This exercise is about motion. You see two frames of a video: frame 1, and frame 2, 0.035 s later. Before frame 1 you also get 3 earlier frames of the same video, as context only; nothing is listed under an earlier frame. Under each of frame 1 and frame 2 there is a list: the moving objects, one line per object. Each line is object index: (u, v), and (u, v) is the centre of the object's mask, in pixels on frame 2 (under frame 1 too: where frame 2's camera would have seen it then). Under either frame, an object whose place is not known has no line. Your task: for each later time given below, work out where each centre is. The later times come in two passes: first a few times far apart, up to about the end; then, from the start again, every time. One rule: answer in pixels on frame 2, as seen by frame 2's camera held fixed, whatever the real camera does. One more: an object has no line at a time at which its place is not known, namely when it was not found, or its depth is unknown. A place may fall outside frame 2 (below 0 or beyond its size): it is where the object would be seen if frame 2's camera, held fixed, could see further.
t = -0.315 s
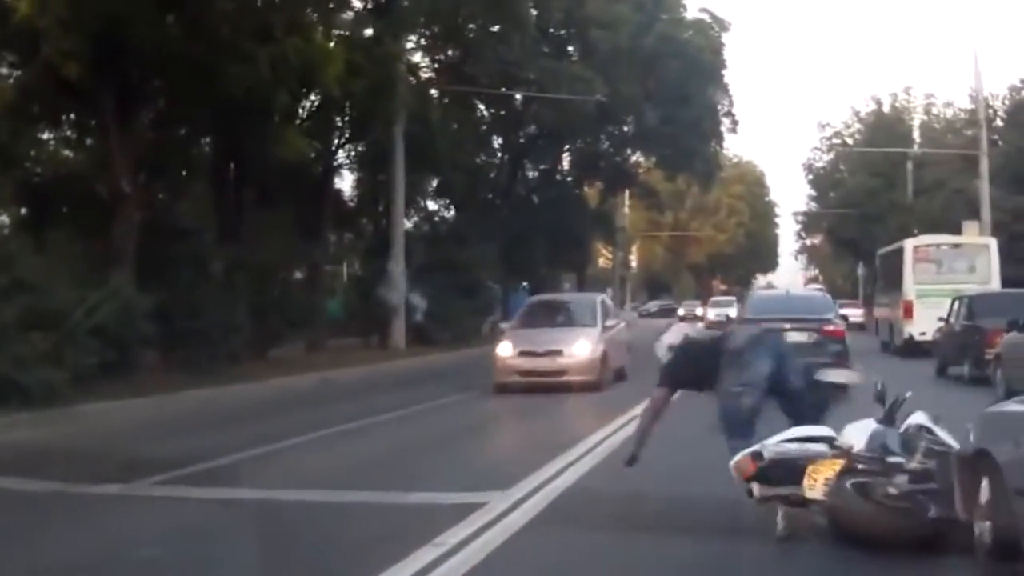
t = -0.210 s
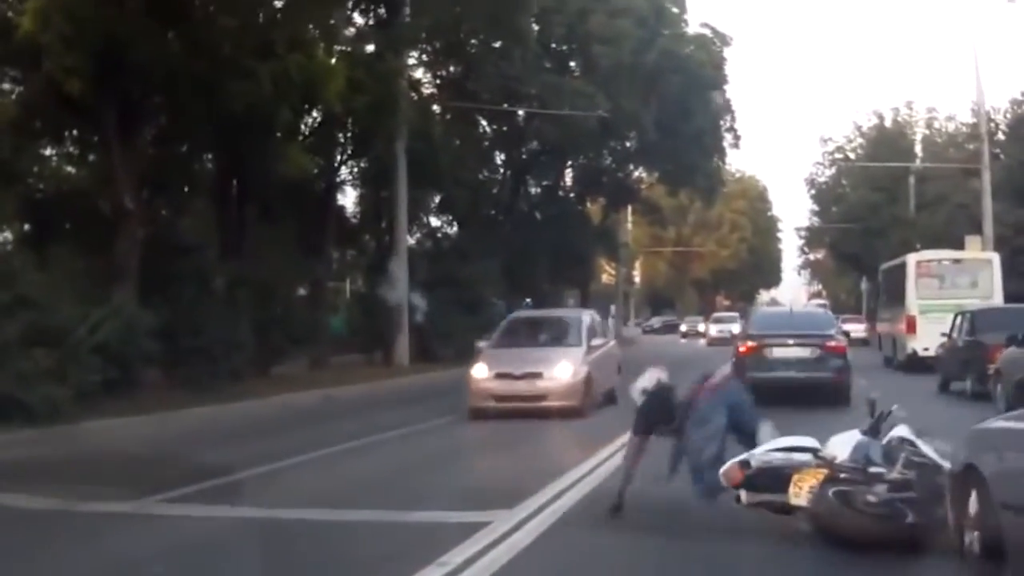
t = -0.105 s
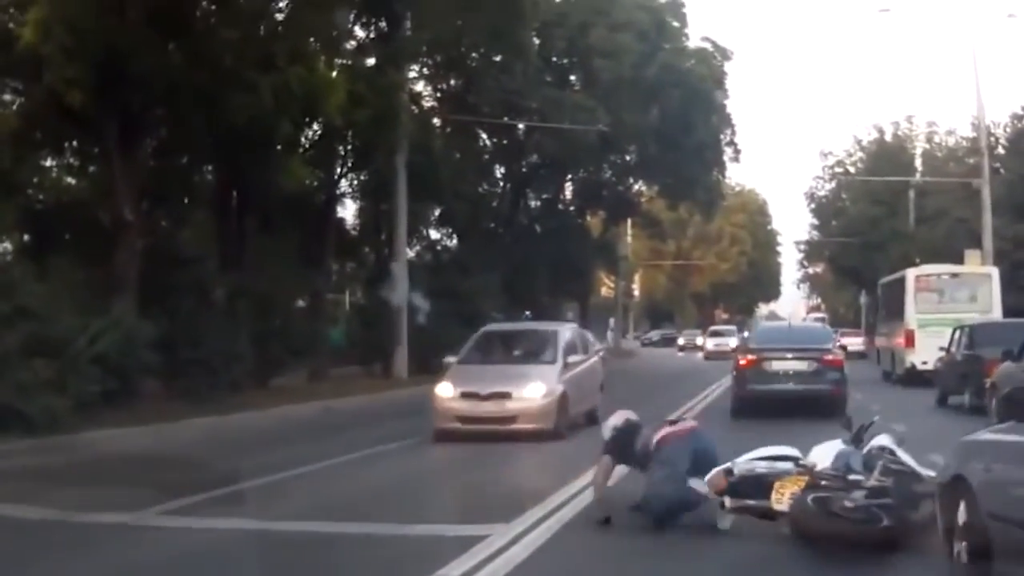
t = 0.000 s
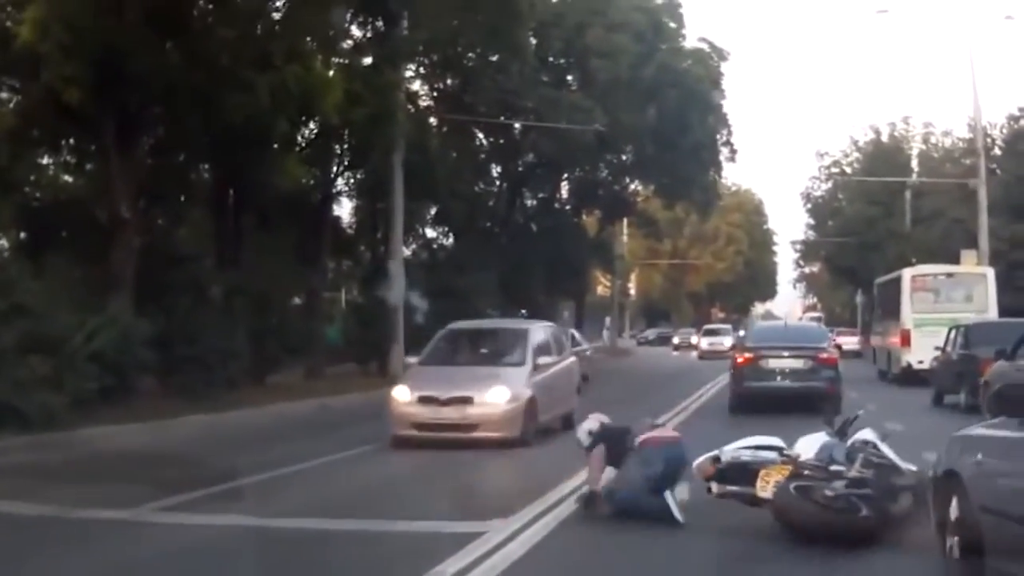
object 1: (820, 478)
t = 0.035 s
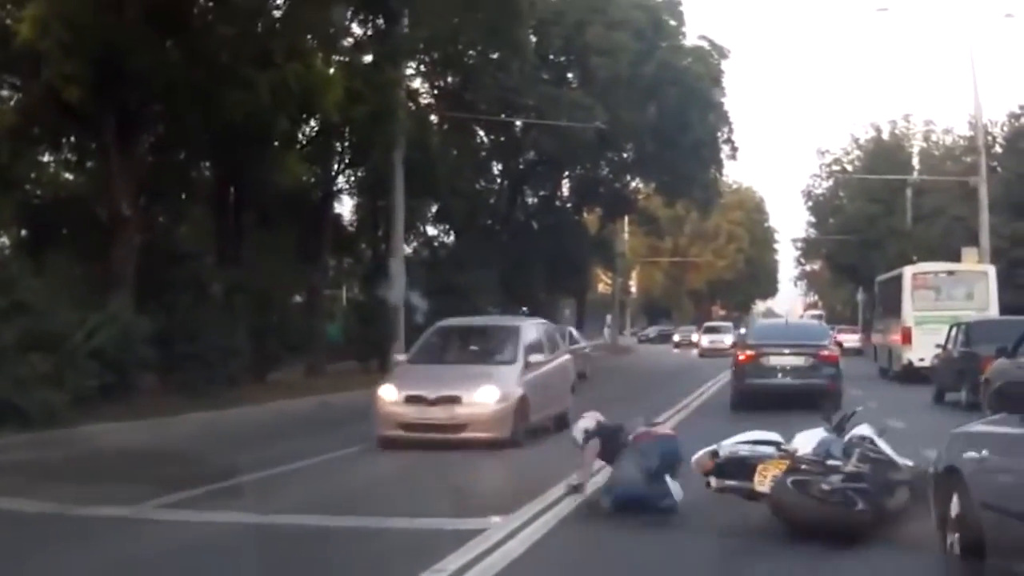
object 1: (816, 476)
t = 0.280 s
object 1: (800, 462)
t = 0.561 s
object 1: (786, 452)
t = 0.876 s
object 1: (774, 446)
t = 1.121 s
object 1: (770, 442)
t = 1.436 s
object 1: (766, 439)
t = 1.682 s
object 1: (766, 438)
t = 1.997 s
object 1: (766, 439)
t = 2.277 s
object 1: (766, 439)
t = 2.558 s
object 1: (766, 439)
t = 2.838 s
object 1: (766, 439)
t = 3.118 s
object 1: (766, 438)
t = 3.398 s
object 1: (766, 438)
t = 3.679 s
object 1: (766, 438)
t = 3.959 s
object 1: (766, 438)
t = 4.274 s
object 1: (766, 439)
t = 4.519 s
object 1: (766, 439)
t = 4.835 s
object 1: (766, 438)
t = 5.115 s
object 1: (766, 438)
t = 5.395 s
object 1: (766, 438)
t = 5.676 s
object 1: (766, 439)
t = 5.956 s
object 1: (766, 439)
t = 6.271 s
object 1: (766, 439)
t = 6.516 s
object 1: (766, 439)
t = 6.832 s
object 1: (767, 439)
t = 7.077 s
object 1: (767, 439)
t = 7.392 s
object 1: (766, 439)
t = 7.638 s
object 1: (766, 440)
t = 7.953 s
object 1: (767, 440)
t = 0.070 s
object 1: (813, 474)
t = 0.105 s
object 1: (810, 472)
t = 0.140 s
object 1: (807, 470)
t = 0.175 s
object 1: (805, 467)
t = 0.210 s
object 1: (804, 466)
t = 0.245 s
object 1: (802, 464)
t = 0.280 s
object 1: (800, 462)
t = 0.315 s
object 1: (799, 460)
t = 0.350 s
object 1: (797, 459)
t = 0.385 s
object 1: (797, 458)
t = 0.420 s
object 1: (794, 457)
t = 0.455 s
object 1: (792, 455)
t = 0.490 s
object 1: (790, 454)
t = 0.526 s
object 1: (789, 453)
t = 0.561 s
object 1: (786, 452)
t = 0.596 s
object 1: (784, 451)
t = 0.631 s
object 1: (783, 450)
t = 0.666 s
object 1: (781, 450)
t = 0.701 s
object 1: (780, 449)
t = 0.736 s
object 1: (779, 448)
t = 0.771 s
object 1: (778, 447)
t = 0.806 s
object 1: (776, 446)
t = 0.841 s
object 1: (775, 446)
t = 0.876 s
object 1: (774, 446)
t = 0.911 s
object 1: (773, 445)
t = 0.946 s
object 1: (773, 443)
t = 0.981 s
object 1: (772, 442)
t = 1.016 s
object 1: (771, 442)
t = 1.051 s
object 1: (771, 443)
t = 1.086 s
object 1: (771, 442)
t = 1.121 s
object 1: (770, 442)
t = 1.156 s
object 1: (769, 441)
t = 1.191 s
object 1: (769, 441)
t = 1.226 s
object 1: (768, 440)
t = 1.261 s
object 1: (767, 440)
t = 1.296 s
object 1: (768, 440)
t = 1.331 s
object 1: (768, 440)
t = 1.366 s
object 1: (767, 439)
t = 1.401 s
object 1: (766, 438)
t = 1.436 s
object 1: (766, 439)
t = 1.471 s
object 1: (766, 439)
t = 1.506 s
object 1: (766, 439)
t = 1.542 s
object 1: (766, 439)
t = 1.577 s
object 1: (766, 440)
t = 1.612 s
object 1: (766, 439)
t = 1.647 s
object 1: (766, 439)
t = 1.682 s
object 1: (766, 438)
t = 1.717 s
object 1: (766, 439)
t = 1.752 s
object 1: (766, 439)
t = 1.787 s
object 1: (766, 439)
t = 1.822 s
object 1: (767, 439)
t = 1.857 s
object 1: (766, 439)
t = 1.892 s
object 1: (766, 439)
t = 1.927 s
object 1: (766, 439)
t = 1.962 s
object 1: (766, 439)
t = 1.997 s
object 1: (766, 439)
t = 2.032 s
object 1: (766, 439)
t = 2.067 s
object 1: (766, 439)
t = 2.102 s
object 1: (766, 439)
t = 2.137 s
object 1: (766, 439)
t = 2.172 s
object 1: (766, 439)
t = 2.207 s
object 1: (766, 439)
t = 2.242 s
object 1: (766, 439)
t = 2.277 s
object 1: (766, 439)
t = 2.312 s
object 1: (766, 439)
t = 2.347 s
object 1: (766, 439)
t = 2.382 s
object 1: (766, 439)
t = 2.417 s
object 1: (766, 439)
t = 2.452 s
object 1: (766, 439)
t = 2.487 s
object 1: (766, 439)
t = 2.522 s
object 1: (766, 439)
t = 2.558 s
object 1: (766, 439)
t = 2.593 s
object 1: (766, 439)
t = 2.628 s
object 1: (766, 439)
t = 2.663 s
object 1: (766, 439)
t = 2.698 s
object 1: (766, 439)
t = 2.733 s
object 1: (766, 439)
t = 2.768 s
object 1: (766, 439)
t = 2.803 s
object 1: (766, 439)
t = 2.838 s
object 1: (766, 439)
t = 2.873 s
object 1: (766, 439)
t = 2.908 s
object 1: (766, 439)
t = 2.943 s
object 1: (766, 439)
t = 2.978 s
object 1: (766, 438)
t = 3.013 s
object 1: (766, 438)
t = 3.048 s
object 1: (766, 438)
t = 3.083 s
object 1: (766, 438)
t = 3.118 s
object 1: (766, 438)
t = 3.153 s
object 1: (766, 438)
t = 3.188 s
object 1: (766, 438)
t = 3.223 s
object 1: (766, 438)
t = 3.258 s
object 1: (766, 438)
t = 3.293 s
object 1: (766, 438)
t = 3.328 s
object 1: (766, 438)
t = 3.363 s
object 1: (766, 438)
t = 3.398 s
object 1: (766, 438)
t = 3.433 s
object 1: (766, 438)
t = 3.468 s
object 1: (766, 438)
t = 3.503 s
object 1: (766, 438)
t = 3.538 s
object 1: (766, 438)
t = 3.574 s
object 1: (766, 438)
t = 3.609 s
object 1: (766, 438)
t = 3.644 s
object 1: (766, 438)
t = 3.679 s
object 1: (766, 438)
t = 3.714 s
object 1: (766, 438)
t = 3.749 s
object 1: (766, 438)
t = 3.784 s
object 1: (766, 438)
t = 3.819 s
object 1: (766, 438)
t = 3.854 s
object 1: (766, 438)
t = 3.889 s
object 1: (766, 438)
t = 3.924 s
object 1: (766, 438)
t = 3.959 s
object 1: (766, 438)
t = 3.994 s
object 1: (766, 439)
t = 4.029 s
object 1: (766, 438)
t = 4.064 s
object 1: (766, 439)
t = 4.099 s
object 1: (766, 439)
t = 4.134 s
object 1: (766, 438)
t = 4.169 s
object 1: (766, 438)
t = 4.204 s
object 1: (766, 438)
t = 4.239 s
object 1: (766, 438)
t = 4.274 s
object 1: (766, 439)
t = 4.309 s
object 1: (766, 439)
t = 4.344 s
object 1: (766, 439)
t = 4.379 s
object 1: (766, 439)
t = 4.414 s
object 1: (766, 439)
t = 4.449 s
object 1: (766, 439)
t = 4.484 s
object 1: (766, 439)
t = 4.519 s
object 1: (766, 439)
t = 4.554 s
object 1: (766, 439)
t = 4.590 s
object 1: (766, 439)
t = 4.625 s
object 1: (766, 439)
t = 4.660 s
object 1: (766, 439)
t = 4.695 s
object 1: (766, 439)
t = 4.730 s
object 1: (766, 439)
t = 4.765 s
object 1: (766, 438)
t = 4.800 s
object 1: (766, 438)
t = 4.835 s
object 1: (766, 438)
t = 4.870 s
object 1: (766, 439)
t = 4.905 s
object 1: (766, 438)
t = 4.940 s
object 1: (766, 438)
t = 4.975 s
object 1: (766, 438)
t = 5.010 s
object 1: (766, 438)
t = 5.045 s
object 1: (766, 438)
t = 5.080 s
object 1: (766, 438)
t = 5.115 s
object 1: (766, 438)
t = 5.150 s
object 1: (766, 438)
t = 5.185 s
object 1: (766, 438)
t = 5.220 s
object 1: (766, 438)
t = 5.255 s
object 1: (766, 438)
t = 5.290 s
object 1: (766, 438)
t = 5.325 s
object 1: (766, 438)
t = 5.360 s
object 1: (766, 438)
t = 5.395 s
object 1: (766, 438)
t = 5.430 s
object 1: (766, 438)
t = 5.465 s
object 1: (766, 438)
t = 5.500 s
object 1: (766, 438)
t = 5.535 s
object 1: (766, 438)
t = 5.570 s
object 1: (766, 438)
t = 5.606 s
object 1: (766, 438)
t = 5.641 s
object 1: (766, 439)
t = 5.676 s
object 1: (766, 439)
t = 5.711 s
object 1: (767, 439)
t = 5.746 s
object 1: (767, 439)
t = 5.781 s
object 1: (767, 439)
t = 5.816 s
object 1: (766, 439)
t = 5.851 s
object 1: (766, 439)
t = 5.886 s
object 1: (766, 439)
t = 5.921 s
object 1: (766, 439)
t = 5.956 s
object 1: (766, 439)
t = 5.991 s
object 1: (766, 439)
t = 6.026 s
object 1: (766, 439)
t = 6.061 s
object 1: (766, 439)
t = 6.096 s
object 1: (766, 439)
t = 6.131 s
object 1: (766, 439)
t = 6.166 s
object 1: (766, 439)
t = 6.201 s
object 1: (767, 439)
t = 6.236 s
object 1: (766, 439)
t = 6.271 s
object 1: (766, 439)
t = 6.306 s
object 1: (766, 439)
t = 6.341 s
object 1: (766, 439)
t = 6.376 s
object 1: (766, 439)
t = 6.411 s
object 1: (766, 439)
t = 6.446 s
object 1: (766, 439)
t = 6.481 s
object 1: (766, 439)
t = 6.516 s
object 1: (766, 439)
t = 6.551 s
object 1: (767, 439)
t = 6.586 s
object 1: (766, 439)
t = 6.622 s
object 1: (767, 439)
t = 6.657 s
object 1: (766, 439)
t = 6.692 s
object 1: (767, 439)
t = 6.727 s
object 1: (767, 440)
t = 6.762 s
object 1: (767, 440)
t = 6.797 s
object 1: (767, 440)
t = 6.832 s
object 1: (767, 439)
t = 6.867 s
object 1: (767, 439)
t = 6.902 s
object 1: (767, 440)
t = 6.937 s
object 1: (766, 439)
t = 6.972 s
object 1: (767, 440)
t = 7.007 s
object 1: (767, 440)
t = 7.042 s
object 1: (767, 440)
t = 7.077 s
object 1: (767, 439)
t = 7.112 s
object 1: (766, 439)
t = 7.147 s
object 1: (766, 440)
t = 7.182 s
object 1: (766, 439)
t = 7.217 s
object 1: (766, 439)
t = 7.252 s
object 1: (766, 439)
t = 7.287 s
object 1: (766, 439)
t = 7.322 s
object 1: (766, 439)
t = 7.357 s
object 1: (766, 439)
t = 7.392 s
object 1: (766, 439)
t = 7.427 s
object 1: (766, 439)
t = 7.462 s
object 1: (766, 439)
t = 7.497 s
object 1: (766, 439)
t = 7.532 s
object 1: (766, 439)
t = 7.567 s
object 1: (767, 439)
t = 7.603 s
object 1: (767, 440)
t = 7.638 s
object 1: (766, 440)
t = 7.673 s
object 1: (766, 440)
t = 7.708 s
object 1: (767, 440)
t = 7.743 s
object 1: (767, 439)
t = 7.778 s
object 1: (767, 440)
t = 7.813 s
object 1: (767, 440)
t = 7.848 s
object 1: (767, 440)
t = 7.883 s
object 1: (767, 440)
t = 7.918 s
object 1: (767, 440)
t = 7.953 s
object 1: (767, 440)
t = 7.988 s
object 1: (767, 440)
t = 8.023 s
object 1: (767, 440)
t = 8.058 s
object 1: (767, 440)
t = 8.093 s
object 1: (767, 440)
